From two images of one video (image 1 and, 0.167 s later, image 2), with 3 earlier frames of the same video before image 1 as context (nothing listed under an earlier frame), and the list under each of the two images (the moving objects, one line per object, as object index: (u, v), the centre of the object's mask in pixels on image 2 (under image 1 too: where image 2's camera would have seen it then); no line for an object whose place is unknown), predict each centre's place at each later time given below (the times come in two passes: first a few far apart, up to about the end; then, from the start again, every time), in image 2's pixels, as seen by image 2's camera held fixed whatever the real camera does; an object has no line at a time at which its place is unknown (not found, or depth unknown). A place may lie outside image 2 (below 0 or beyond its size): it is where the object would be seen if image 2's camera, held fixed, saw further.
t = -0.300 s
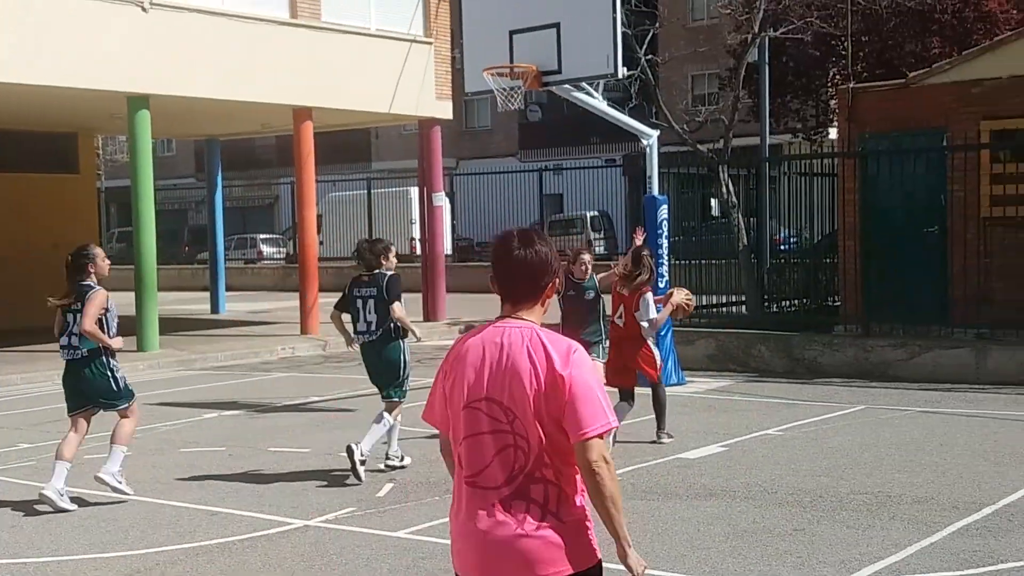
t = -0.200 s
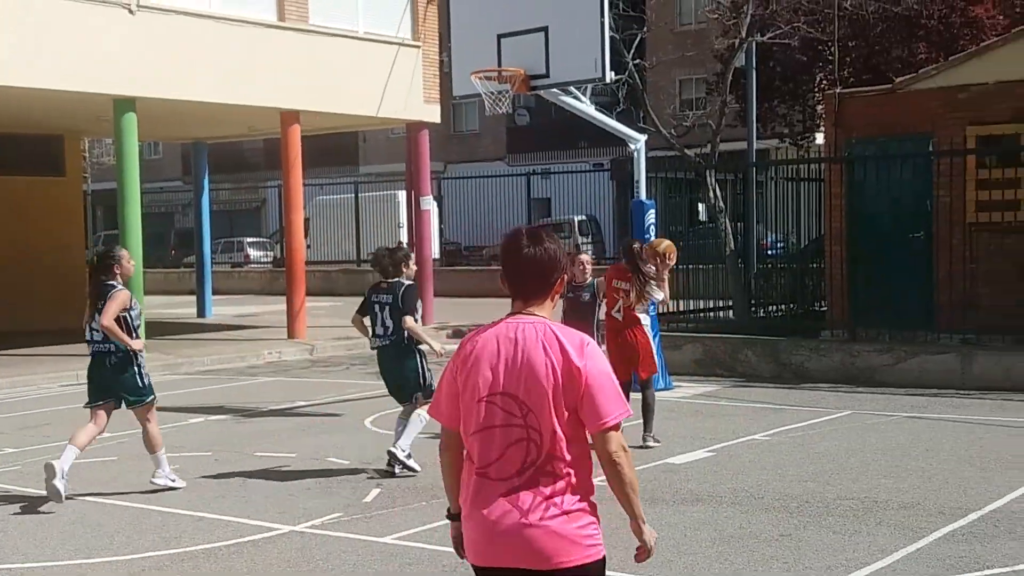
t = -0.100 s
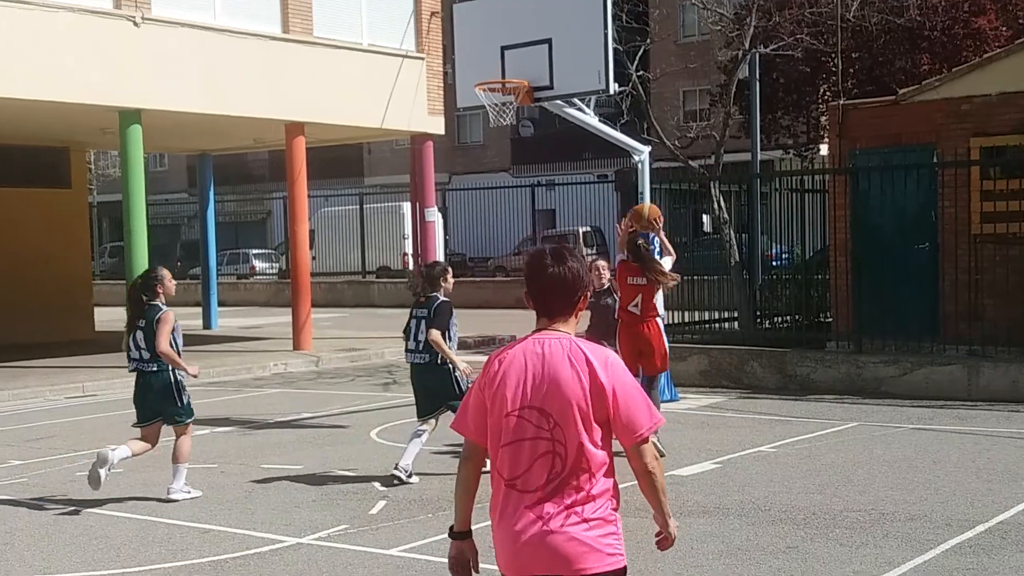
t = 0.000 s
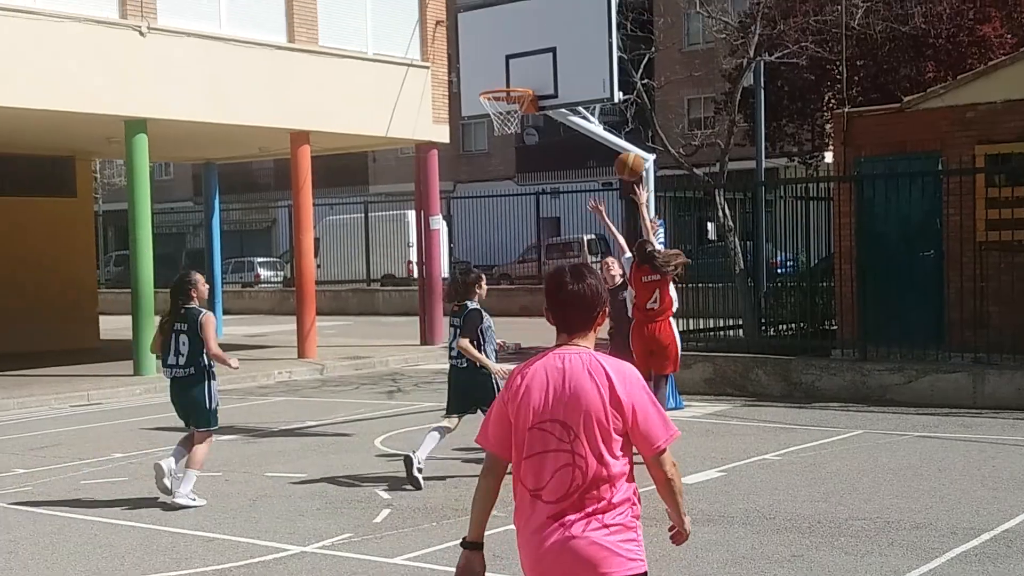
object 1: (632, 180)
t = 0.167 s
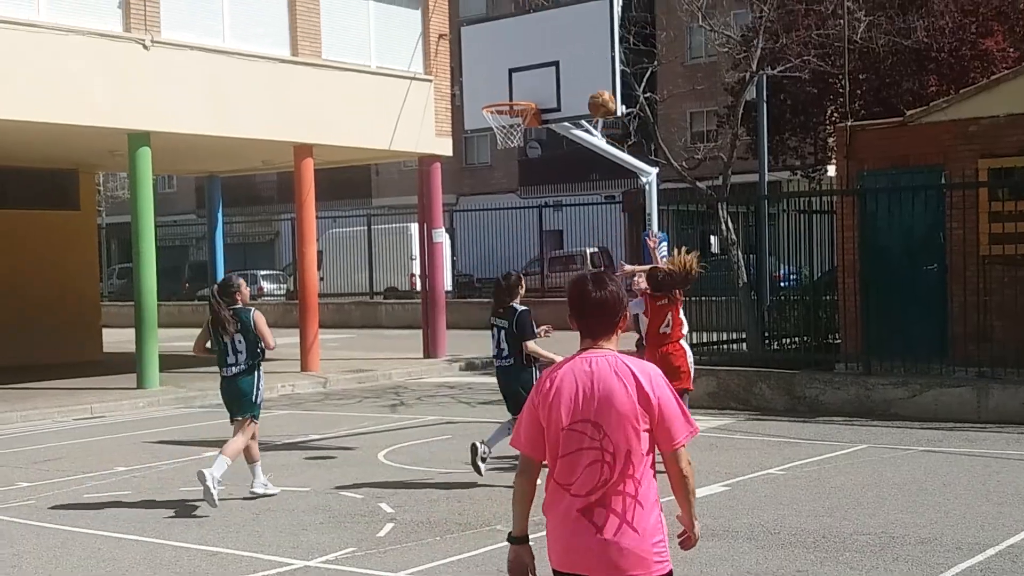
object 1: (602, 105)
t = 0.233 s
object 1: (590, 86)
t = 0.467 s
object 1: (534, 73)
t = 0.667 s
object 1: (497, 91)
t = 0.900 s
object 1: (517, 94)
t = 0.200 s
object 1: (596, 94)
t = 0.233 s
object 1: (590, 86)
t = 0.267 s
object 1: (585, 78)
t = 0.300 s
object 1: (580, 73)
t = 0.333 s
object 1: (573, 70)
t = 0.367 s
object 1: (563, 69)
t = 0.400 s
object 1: (553, 70)
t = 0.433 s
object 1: (544, 71)
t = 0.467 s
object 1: (534, 73)
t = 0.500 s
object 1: (523, 77)
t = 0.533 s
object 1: (514, 82)
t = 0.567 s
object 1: (504, 88)
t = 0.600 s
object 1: (494, 94)
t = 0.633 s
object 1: (494, 94)
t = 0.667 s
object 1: (497, 91)
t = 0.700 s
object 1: (500, 88)
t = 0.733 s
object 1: (503, 87)
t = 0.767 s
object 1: (506, 87)
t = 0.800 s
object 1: (509, 88)
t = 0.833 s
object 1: (512, 90)
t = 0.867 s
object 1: (515, 92)
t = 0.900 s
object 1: (517, 94)
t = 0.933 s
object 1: (517, 91)
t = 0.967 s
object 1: (517, 89)
